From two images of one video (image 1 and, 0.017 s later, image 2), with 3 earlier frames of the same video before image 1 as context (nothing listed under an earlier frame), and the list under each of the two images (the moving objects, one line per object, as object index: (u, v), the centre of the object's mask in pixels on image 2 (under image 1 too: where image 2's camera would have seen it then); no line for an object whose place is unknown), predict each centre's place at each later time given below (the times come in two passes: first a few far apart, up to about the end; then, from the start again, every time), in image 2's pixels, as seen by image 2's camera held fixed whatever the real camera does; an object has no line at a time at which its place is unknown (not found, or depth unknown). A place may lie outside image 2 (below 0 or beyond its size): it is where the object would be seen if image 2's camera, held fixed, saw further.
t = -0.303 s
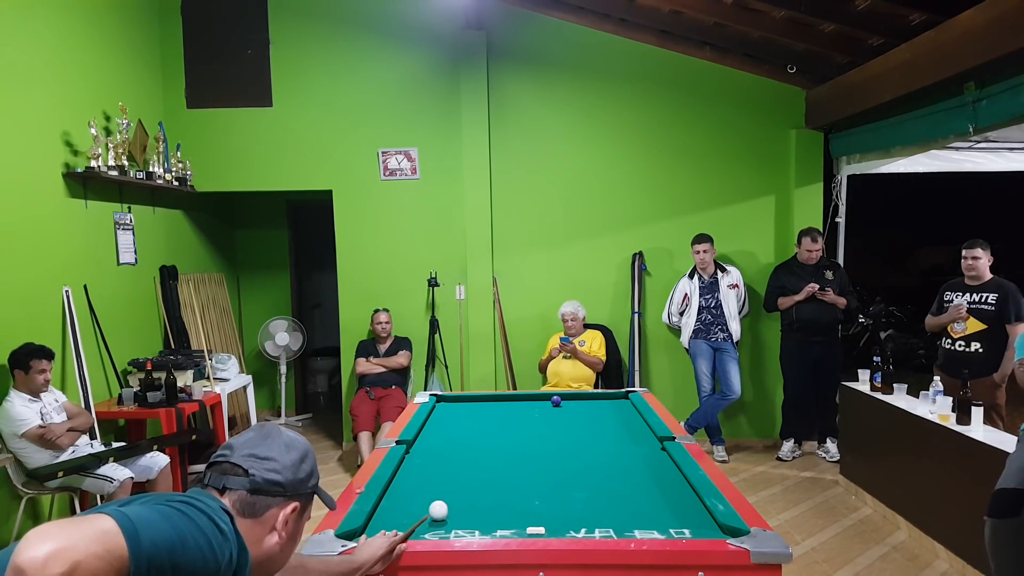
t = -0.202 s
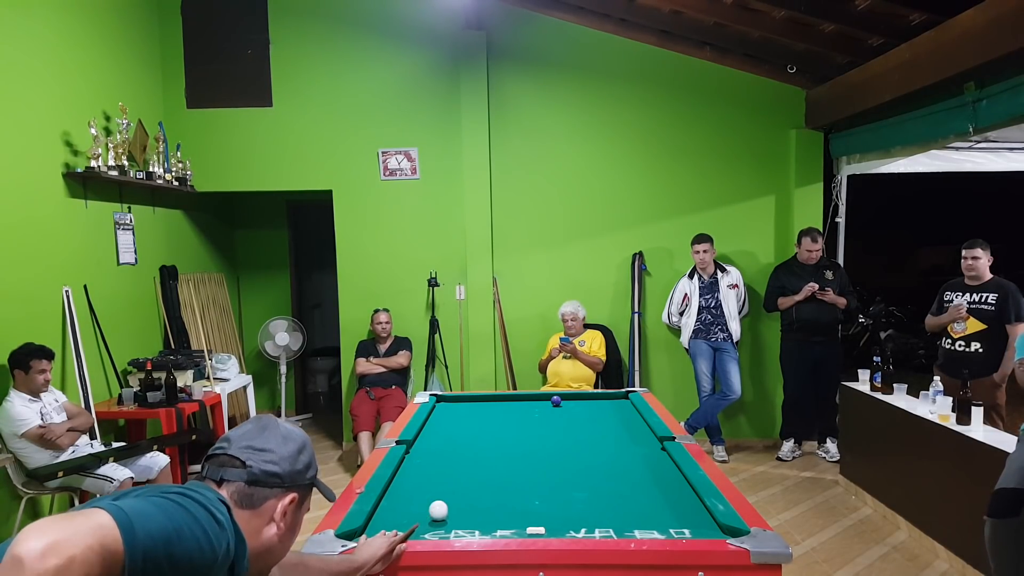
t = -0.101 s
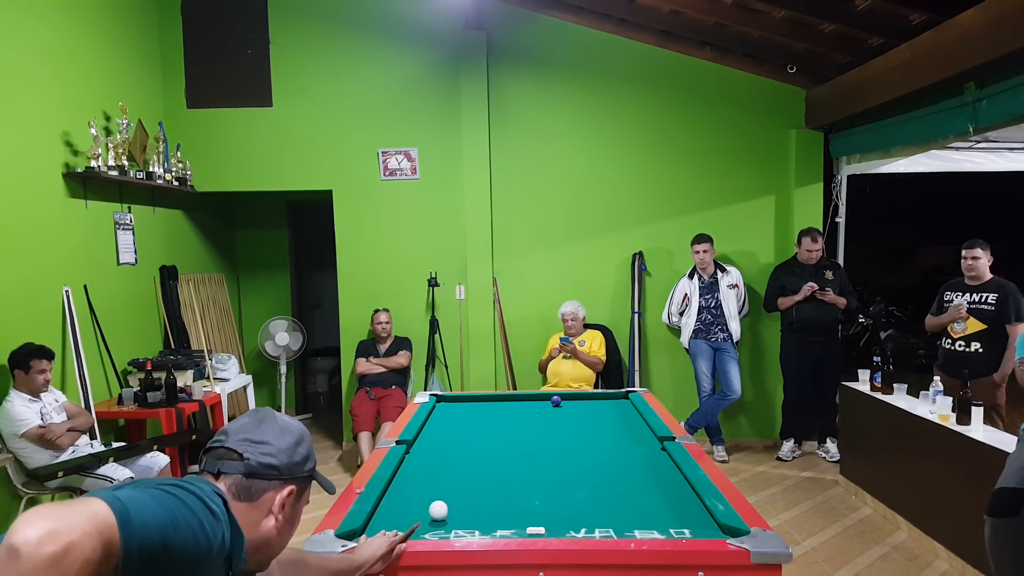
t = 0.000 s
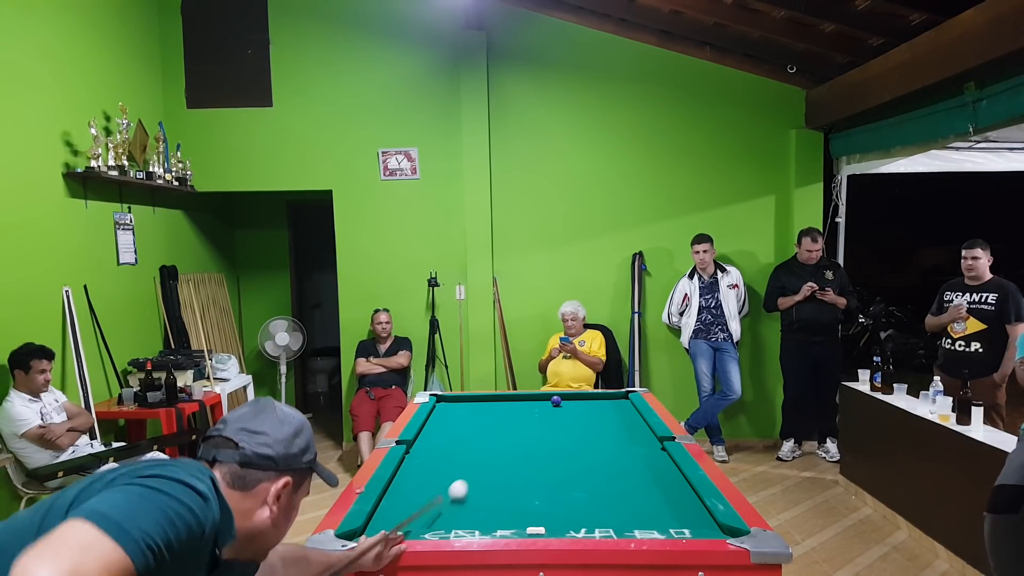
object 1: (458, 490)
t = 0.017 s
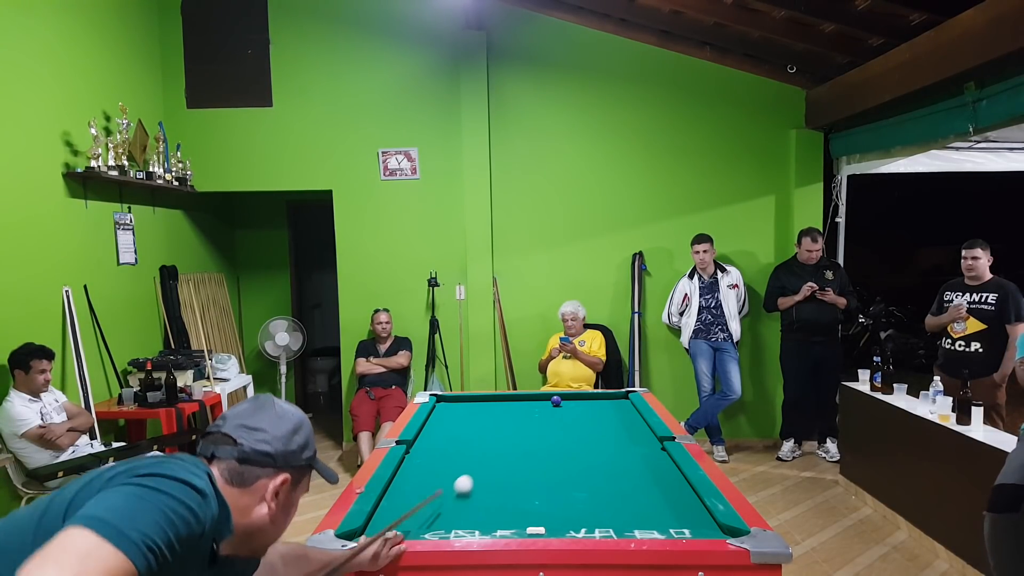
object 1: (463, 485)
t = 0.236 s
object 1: (512, 436)
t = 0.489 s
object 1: (546, 402)
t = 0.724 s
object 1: (524, 407)
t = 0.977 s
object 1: (506, 425)
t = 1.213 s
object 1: (485, 445)
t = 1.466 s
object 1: (459, 472)
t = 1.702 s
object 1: (428, 504)
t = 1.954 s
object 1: (402, 519)
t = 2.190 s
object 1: (402, 494)
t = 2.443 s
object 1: (403, 472)
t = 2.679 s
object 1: (413, 456)
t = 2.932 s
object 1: (424, 442)
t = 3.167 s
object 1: (433, 430)
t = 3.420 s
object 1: (442, 420)
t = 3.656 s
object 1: (448, 411)
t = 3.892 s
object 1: (454, 403)
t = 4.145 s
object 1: (458, 399)
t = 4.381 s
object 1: (459, 404)
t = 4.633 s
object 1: (460, 409)
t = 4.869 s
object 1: (461, 415)
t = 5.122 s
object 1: (461, 420)
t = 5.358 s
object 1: (462, 426)
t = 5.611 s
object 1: (463, 432)
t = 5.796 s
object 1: (464, 437)
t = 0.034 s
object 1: (468, 480)
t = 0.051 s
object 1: (473, 475)
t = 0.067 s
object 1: (478, 470)
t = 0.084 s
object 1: (482, 466)
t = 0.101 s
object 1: (486, 462)
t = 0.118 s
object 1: (489, 459)
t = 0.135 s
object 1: (493, 455)
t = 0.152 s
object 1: (497, 452)
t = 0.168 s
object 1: (500, 448)
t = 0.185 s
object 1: (503, 445)
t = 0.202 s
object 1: (506, 442)
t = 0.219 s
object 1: (509, 439)
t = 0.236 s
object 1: (512, 436)
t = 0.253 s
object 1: (514, 434)
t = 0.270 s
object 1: (517, 431)
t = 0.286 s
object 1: (520, 428)
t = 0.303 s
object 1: (522, 426)
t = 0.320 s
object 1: (525, 423)
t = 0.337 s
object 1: (527, 421)
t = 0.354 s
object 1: (529, 419)
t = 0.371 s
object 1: (532, 416)
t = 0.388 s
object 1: (534, 414)
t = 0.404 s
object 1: (536, 412)
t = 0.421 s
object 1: (538, 410)
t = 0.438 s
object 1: (540, 408)
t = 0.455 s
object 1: (542, 406)
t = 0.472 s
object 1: (544, 404)
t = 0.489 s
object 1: (546, 402)
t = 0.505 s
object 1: (545, 400)
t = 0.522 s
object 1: (542, 399)
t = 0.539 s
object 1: (540, 398)
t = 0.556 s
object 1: (538, 397)
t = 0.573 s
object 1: (536, 396)
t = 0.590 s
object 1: (535, 396)
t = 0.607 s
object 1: (533, 397)
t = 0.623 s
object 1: (532, 398)
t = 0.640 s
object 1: (530, 399)
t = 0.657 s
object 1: (529, 402)
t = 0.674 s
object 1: (528, 404)
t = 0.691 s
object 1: (526, 404)
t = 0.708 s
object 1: (525, 406)
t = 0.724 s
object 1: (524, 407)
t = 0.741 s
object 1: (522, 408)
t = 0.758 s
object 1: (521, 410)
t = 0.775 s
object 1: (520, 411)
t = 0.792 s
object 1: (519, 412)
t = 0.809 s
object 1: (518, 413)
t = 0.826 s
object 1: (517, 414)
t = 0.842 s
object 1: (515, 416)
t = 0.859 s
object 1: (514, 417)
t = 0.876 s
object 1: (513, 418)
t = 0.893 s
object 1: (512, 419)
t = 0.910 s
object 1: (511, 420)
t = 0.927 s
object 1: (509, 422)
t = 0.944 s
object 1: (508, 423)
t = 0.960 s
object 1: (507, 424)
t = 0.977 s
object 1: (506, 425)
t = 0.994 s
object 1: (504, 427)
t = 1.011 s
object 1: (503, 428)
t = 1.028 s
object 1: (502, 429)
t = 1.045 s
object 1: (500, 431)
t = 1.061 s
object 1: (499, 432)
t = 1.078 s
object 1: (497, 434)
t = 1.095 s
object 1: (496, 435)
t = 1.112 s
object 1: (495, 436)
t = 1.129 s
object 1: (493, 438)
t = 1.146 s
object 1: (492, 439)
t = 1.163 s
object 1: (490, 441)
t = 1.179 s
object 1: (489, 442)
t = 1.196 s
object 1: (487, 444)
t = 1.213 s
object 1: (485, 445)
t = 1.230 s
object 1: (484, 447)
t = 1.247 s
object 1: (482, 449)
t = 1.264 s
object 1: (481, 450)
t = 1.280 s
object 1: (479, 452)
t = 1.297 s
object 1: (478, 454)
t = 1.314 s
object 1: (476, 455)
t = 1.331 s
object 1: (474, 457)
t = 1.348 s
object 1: (472, 459)
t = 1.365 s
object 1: (471, 461)
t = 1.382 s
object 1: (469, 462)
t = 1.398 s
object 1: (467, 464)
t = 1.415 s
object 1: (465, 466)
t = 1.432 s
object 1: (463, 468)
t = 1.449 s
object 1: (461, 470)
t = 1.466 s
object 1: (459, 472)
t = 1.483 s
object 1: (457, 474)
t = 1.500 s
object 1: (455, 476)
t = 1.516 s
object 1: (453, 478)
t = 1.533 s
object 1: (451, 480)
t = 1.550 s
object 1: (449, 482)
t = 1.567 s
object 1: (446, 485)
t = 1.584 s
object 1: (444, 487)
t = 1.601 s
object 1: (442, 489)
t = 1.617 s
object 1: (440, 492)
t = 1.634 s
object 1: (437, 494)
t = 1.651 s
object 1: (435, 496)
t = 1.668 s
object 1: (433, 499)
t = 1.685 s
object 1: (430, 501)
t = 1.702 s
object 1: (428, 504)
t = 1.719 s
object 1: (425, 507)
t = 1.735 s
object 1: (422, 509)
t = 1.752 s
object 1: (420, 512)
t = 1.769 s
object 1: (417, 515)
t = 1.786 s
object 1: (414, 518)
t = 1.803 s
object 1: (411, 520)
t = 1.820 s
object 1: (408, 522)
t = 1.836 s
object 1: (406, 524)
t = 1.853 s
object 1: (403, 525)
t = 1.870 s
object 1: (400, 526)
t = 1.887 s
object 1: (401, 524)
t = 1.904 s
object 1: (401, 523)
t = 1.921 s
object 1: (401, 522)
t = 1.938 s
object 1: (402, 521)
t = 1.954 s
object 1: (402, 519)
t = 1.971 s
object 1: (402, 517)
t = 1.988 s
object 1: (402, 516)
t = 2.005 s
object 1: (402, 514)
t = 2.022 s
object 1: (402, 512)
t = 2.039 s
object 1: (402, 510)
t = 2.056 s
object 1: (402, 508)
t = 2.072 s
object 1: (402, 506)
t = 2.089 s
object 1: (402, 504)
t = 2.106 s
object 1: (402, 502)
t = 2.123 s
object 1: (402, 501)
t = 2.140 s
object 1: (402, 499)
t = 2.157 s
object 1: (402, 497)
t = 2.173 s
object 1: (402, 496)
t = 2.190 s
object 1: (402, 494)
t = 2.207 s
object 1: (403, 492)
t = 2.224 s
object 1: (402, 491)
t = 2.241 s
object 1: (403, 489)
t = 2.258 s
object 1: (403, 488)
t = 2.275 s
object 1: (403, 486)
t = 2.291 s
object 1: (403, 485)
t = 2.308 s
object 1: (403, 483)
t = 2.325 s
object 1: (403, 482)
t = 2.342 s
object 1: (403, 480)
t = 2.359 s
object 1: (403, 479)
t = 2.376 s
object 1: (403, 478)
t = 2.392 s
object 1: (403, 476)
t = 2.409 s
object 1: (403, 475)
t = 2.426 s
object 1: (403, 473)
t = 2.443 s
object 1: (403, 472)
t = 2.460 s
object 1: (403, 471)
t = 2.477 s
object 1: (403, 470)
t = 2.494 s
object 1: (403, 468)
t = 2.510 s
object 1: (404, 467)
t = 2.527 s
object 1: (404, 466)
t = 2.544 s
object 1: (405, 465)
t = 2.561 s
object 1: (406, 464)
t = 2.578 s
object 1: (407, 463)
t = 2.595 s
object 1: (408, 461)
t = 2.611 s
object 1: (409, 460)
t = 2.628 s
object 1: (410, 459)
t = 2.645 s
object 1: (411, 458)
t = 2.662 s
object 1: (412, 457)
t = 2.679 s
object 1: (413, 456)
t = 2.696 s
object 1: (413, 455)
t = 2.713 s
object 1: (414, 454)
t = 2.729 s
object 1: (415, 453)
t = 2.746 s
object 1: (416, 452)
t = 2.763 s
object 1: (417, 451)
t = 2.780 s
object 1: (418, 450)
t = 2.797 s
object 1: (418, 449)
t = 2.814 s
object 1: (419, 448)
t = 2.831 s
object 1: (420, 447)
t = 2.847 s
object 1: (421, 446)
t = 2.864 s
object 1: (421, 446)
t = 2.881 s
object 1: (422, 444)
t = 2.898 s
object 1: (422, 443)
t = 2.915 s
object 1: (423, 442)
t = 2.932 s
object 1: (424, 442)
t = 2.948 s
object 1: (425, 441)
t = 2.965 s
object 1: (425, 440)
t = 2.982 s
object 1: (426, 439)
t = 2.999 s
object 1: (427, 438)
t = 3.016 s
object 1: (428, 437)
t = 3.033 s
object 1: (428, 437)
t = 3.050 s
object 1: (429, 436)
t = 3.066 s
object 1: (430, 435)
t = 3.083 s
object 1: (430, 434)
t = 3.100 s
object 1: (431, 433)
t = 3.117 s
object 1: (432, 433)
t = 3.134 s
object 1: (432, 432)
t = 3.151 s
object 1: (433, 431)
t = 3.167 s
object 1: (433, 430)
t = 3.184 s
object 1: (434, 429)
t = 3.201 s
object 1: (435, 429)
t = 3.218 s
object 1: (435, 428)
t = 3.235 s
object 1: (436, 427)
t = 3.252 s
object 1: (436, 426)
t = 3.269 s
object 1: (437, 426)
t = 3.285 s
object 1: (438, 425)
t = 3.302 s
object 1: (438, 424)
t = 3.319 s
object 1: (438, 423)
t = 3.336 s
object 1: (439, 423)
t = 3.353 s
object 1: (440, 422)
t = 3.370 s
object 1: (440, 421)
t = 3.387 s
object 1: (441, 421)
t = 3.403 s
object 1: (441, 420)
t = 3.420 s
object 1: (442, 420)
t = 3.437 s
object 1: (442, 419)
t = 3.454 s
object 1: (443, 418)
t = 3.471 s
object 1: (443, 418)
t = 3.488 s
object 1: (444, 417)
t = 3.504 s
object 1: (444, 416)
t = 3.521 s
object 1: (445, 416)
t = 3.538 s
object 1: (445, 415)
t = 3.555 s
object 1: (446, 414)
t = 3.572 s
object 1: (446, 414)
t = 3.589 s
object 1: (447, 413)
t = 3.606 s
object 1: (447, 413)
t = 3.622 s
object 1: (447, 412)
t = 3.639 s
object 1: (448, 412)
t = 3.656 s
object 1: (448, 411)
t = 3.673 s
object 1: (449, 410)
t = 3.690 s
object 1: (449, 410)
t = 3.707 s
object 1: (450, 409)
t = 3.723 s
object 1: (450, 409)
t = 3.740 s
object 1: (451, 408)
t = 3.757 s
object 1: (451, 408)
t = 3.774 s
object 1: (451, 407)
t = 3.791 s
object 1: (452, 407)
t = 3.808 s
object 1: (452, 406)
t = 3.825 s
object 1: (453, 406)
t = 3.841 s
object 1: (453, 405)
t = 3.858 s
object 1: (453, 404)
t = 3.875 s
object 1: (454, 404)
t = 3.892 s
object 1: (454, 403)
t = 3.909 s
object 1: (455, 403)
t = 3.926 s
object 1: (455, 402)
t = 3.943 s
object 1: (455, 402)
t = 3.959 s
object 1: (456, 401)
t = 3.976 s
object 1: (456, 401)
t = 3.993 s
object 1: (457, 401)
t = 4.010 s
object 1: (457, 400)
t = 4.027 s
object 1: (457, 400)
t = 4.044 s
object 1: (458, 399)
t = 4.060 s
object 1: (458, 399)
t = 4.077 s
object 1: (458, 398)
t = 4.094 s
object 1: (458, 398)
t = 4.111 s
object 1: (459, 398)
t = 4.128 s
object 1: (458, 398)
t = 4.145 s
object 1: (458, 399)
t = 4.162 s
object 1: (459, 399)
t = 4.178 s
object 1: (459, 400)
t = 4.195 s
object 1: (459, 400)
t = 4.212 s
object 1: (459, 401)
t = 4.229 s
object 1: (459, 401)
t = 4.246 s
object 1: (459, 401)
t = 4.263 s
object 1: (459, 402)
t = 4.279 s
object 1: (459, 402)
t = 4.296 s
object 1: (459, 402)
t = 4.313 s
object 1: (459, 403)
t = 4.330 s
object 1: (459, 403)
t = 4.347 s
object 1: (459, 403)
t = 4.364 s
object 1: (459, 404)
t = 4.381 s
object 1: (459, 404)
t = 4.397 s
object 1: (459, 404)
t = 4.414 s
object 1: (459, 405)
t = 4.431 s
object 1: (459, 405)
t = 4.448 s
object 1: (459, 405)
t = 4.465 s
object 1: (459, 406)
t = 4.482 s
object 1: (459, 406)
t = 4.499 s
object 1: (459, 407)
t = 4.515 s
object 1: (460, 407)
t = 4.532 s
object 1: (460, 407)
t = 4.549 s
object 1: (460, 408)
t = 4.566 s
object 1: (459, 408)
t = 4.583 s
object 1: (460, 408)
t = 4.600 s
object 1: (460, 409)
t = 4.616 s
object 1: (460, 409)
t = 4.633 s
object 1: (460, 409)
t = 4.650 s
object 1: (460, 410)
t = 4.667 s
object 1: (460, 410)
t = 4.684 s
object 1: (460, 411)
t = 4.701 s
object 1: (460, 411)
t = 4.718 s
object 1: (460, 411)
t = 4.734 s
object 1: (460, 412)
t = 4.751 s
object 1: (460, 412)
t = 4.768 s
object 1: (460, 412)
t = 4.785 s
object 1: (460, 413)
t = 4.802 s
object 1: (460, 413)
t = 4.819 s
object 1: (460, 414)
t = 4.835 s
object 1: (461, 414)
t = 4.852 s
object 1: (461, 414)
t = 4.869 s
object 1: (461, 415)
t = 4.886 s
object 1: (461, 415)
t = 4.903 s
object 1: (461, 415)
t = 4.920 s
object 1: (461, 416)
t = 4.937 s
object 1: (461, 416)
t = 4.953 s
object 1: (461, 417)
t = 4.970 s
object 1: (461, 417)
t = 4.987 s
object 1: (461, 417)
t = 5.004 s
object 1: (461, 418)
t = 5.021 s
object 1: (461, 418)
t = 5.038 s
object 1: (461, 419)
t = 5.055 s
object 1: (461, 419)
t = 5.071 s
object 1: (461, 419)
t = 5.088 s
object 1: (461, 420)
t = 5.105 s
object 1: (462, 420)
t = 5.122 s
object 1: (461, 420)
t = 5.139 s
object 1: (462, 421)
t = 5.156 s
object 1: (462, 421)
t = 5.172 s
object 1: (462, 422)
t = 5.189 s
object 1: (462, 422)
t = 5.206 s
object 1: (462, 423)
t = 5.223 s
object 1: (462, 423)
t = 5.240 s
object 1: (462, 423)
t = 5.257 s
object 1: (462, 423)
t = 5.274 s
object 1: (462, 424)
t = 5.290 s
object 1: (462, 424)
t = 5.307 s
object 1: (462, 425)
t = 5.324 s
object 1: (462, 425)
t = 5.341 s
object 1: (462, 425)
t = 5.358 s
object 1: (462, 426)
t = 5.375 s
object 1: (462, 426)
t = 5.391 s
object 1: (462, 427)
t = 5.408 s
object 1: (462, 427)
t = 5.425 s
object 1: (463, 428)
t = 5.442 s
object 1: (463, 428)
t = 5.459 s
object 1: (463, 429)
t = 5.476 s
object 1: (463, 429)
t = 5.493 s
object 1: (463, 429)
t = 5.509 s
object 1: (463, 430)
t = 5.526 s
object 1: (463, 430)
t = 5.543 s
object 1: (463, 431)
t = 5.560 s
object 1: (463, 431)
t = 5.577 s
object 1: (463, 431)
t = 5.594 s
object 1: (463, 432)
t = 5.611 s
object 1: (463, 432)
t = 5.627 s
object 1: (463, 433)
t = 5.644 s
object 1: (463, 433)
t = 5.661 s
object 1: (464, 434)
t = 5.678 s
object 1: (464, 434)
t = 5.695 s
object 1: (464, 434)
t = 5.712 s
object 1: (464, 435)
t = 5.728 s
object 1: (464, 435)
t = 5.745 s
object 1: (464, 435)
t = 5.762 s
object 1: (464, 436)
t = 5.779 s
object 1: (464, 436)
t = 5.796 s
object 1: (464, 437)
